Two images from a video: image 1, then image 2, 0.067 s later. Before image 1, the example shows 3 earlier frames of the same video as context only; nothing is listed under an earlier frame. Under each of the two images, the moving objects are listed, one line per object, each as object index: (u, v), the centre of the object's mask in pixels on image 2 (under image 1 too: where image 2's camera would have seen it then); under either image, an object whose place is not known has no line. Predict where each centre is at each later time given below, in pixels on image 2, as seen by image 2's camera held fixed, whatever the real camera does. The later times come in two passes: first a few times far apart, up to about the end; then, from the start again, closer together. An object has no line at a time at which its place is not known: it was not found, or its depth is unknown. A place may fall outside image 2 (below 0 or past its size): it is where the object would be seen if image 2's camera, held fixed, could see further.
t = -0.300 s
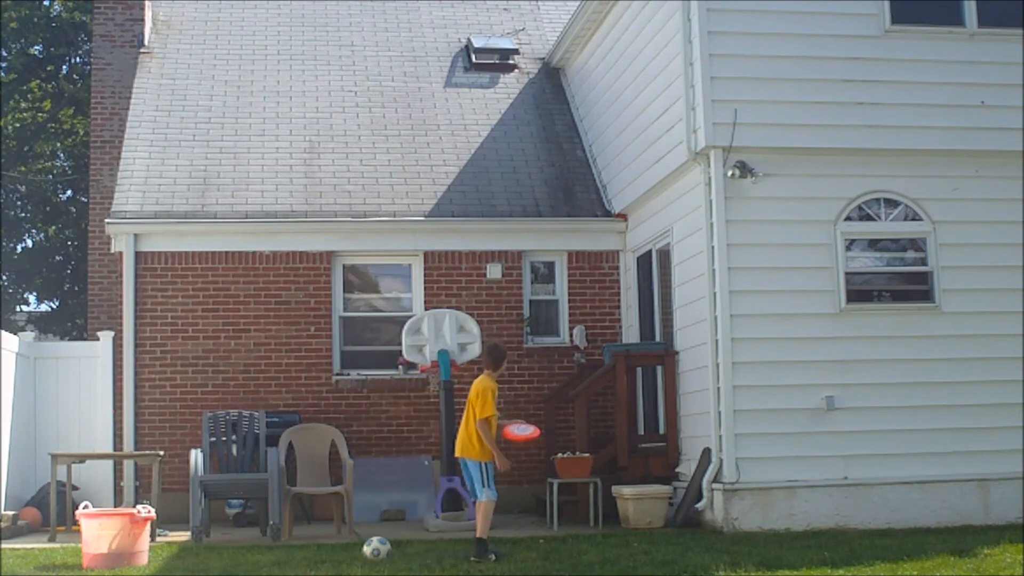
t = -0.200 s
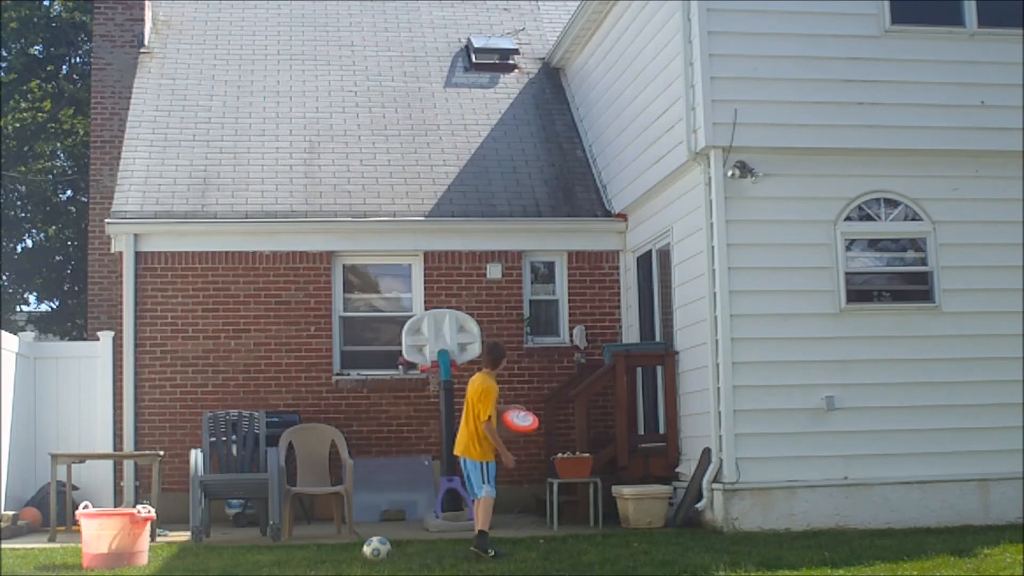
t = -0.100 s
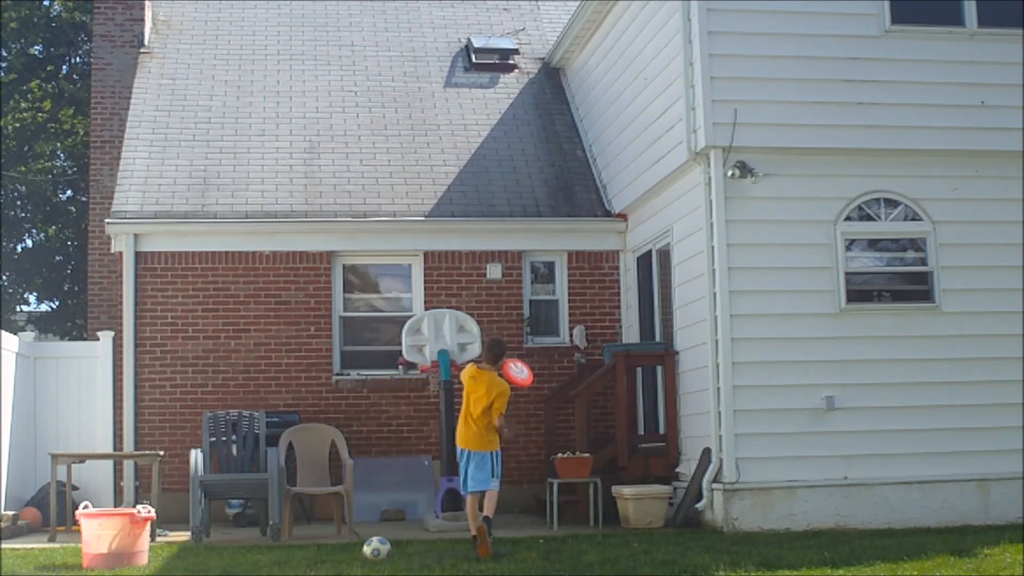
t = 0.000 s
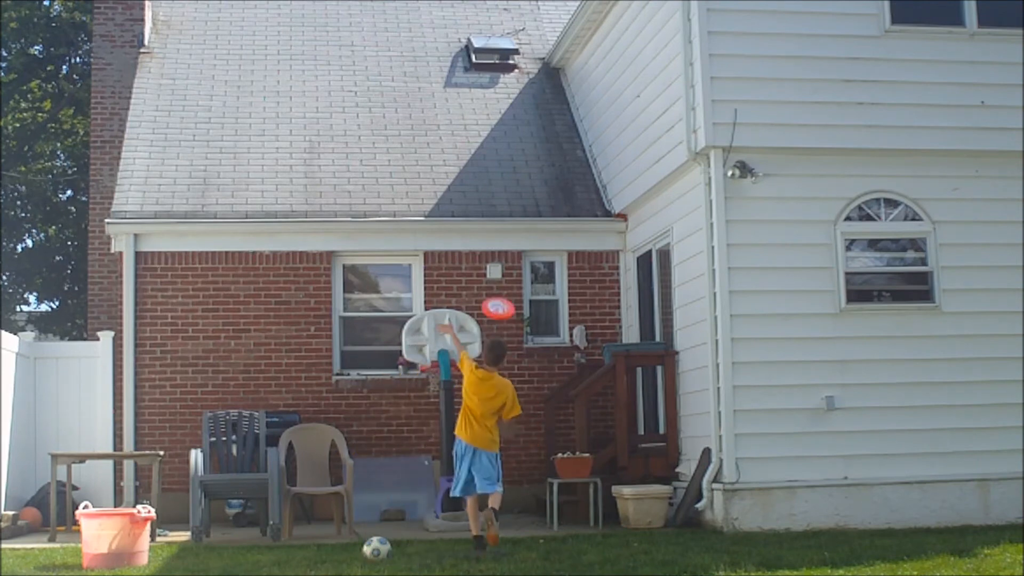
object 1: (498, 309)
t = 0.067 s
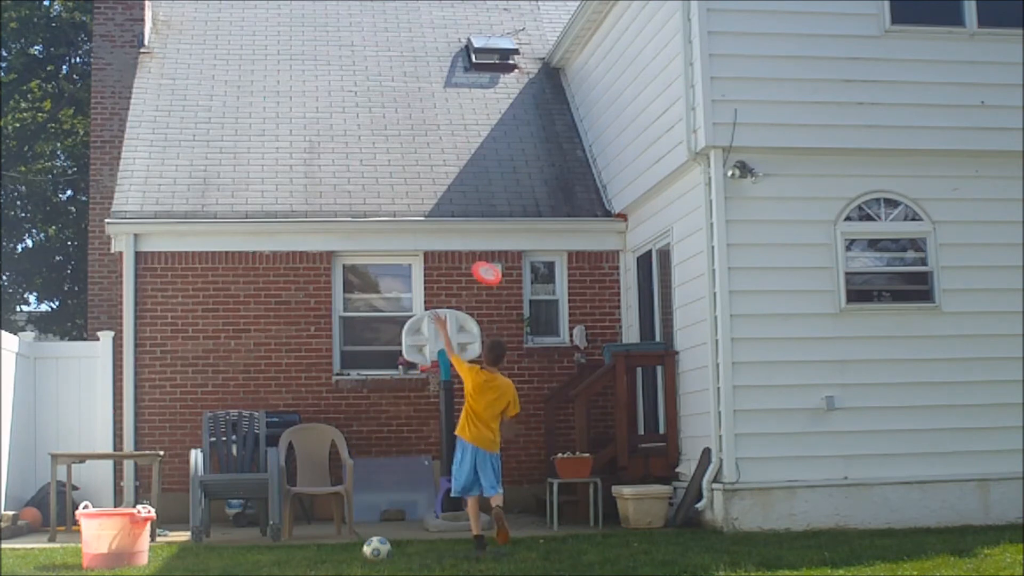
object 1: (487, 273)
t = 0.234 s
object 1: (464, 211)
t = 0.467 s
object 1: (444, 164)
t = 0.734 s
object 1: (430, 156)
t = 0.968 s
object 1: (427, 161)
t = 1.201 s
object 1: (427, 163)
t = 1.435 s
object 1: (430, 177)
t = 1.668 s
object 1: (434, 202)
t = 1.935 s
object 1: (442, 230)
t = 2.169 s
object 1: (447, 287)
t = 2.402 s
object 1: (432, 377)
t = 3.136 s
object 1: (356, 514)
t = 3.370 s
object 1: (342, 508)
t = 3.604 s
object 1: (328, 511)
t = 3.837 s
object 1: (321, 519)
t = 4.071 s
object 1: (322, 520)
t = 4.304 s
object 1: (322, 520)
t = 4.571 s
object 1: (323, 522)
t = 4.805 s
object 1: (322, 522)
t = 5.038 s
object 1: (322, 523)
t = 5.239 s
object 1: (322, 523)
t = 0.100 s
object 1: (481, 259)
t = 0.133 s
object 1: (477, 246)
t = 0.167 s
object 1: (473, 232)
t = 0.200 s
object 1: (468, 221)
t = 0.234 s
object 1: (464, 211)
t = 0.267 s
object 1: (461, 202)
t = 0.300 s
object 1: (458, 194)
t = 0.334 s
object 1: (455, 186)
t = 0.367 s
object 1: (451, 179)
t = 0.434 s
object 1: (447, 168)
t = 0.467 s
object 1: (444, 164)
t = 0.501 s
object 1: (442, 160)
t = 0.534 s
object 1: (439, 158)
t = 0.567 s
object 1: (438, 156)
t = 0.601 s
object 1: (436, 154)
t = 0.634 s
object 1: (434, 154)
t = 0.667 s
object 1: (432, 154)
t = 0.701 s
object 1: (431, 155)
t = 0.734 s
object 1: (430, 156)
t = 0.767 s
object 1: (429, 157)
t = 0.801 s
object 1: (428, 160)
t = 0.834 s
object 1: (428, 163)
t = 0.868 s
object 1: (427, 166)
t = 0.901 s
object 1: (426, 165)
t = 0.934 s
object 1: (426, 163)
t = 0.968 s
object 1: (427, 161)
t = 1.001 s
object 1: (427, 159)
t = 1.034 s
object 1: (426, 159)
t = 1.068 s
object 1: (426, 160)
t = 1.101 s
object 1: (426, 160)
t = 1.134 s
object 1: (426, 161)
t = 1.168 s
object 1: (427, 161)
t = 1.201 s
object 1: (427, 163)
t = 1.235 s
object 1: (427, 164)
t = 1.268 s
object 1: (428, 166)
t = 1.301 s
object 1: (428, 168)
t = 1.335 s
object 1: (429, 169)
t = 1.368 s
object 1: (429, 172)
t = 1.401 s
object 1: (430, 174)
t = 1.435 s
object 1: (430, 177)
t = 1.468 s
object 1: (430, 180)
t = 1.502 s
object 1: (431, 183)
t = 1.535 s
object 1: (431, 186)
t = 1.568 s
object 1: (432, 190)
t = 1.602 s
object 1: (433, 194)
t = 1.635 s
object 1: (433, 197)
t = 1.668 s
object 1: (434, 202)
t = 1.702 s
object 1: (435, 206)
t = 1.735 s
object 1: (436, 210)
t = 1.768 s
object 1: (437, 212)
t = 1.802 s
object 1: (437, 214)
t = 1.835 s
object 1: (438, 217)
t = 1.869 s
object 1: (439, 220)
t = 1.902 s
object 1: (440, 225)
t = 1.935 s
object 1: (442, 230)
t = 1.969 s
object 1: (442, 236)
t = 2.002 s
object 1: (443, 243)
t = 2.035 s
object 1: (444, 251)
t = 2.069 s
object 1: (446, 259)
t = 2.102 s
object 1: (447, 268)
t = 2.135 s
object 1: (447, 276)
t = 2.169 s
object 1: (447, 287)
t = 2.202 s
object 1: (448, 297)
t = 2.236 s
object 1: (448, 303)
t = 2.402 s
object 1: (432, 377)
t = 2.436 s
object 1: (432, 390)
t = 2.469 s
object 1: (431, 401)
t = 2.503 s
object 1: (430, 414)
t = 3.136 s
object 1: (356, 514)
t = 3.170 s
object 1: (353, 515)
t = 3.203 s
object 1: (353, 515)
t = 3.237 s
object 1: (344, 516)
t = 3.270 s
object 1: (344, 514)
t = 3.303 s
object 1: (343, 511)
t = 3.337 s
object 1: (343, 508)
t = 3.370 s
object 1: (342, 508)
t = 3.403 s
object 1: (342, 508)
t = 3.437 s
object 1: (332, 516)
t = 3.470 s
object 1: (332, 513)
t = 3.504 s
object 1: (331, 511)
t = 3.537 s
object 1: (331, 510)
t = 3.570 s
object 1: (330, 510)
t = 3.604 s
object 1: (328, 511)
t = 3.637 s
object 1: (326, 511)
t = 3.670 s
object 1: (324, 513)
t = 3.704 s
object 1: (322, 515)
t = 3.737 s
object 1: (320, 517)
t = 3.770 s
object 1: (320, 517)
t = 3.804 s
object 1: (321, 518)
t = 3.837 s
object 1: (321, 519)
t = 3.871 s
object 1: (321, 519)
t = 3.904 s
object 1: (321, 519)
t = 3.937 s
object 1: (321, 519)
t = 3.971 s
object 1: (321, 519)
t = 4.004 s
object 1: (322, 519)
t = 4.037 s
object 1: (322, 519)
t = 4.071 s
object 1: (322, 520)
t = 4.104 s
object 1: (323, 521)
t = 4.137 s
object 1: (323, 521)
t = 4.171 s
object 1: (322, 520)
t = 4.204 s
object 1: (322, 520)
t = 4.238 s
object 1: (322, 520)
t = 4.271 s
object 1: (322, 520)
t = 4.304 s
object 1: (322, 520)
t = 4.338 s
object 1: (322, 521)
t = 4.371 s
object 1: (323, 521)
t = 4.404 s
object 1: (323, 521)
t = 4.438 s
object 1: (322, 521)
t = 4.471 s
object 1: (322, 521)
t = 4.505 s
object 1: (322, 521)
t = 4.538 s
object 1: (322, 521)
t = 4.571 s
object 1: (323, 522)
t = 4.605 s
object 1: (323, 521)
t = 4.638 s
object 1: (322, 521)
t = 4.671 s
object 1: (322, 522)
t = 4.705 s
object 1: (322, 522)
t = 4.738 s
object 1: (322, 522)
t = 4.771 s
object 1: (323, 522)
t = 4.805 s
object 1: (322, 522)
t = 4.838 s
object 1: (322, 522)
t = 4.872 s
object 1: (321, 522)
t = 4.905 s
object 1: (322, 523)
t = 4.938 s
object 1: (322, 523)
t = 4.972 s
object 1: (322, 522)
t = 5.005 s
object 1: (322, 522)
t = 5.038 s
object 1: (322, 523)
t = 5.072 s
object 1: (322, 523)
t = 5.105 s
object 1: (323, 523)
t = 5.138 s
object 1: (322, 523)
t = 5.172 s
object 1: (322, 523)
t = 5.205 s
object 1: (322, 523)
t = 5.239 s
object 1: (322, 523)
